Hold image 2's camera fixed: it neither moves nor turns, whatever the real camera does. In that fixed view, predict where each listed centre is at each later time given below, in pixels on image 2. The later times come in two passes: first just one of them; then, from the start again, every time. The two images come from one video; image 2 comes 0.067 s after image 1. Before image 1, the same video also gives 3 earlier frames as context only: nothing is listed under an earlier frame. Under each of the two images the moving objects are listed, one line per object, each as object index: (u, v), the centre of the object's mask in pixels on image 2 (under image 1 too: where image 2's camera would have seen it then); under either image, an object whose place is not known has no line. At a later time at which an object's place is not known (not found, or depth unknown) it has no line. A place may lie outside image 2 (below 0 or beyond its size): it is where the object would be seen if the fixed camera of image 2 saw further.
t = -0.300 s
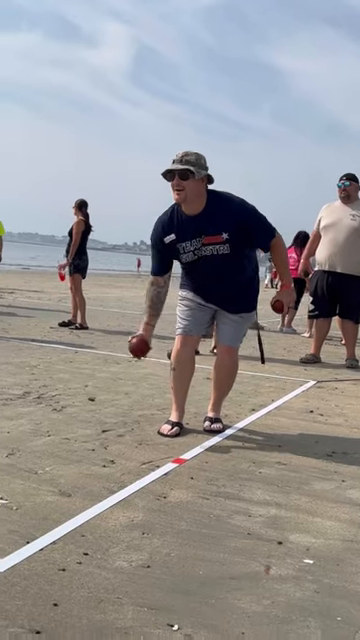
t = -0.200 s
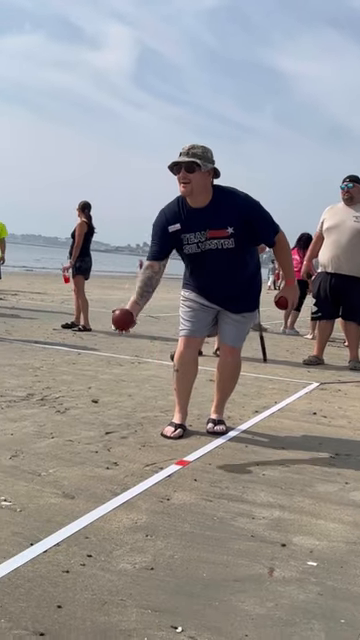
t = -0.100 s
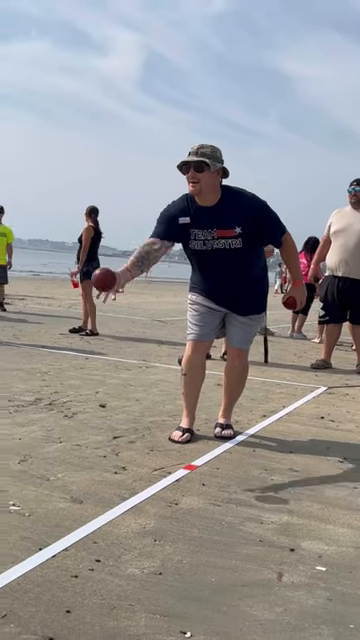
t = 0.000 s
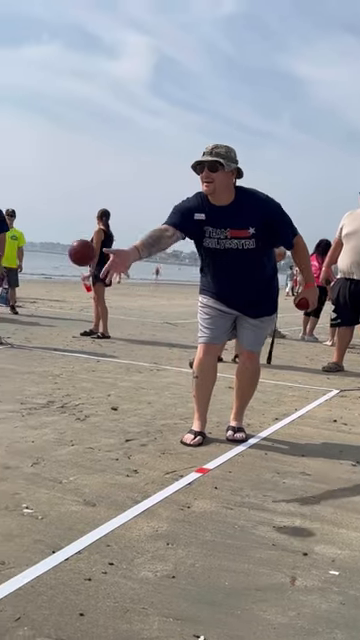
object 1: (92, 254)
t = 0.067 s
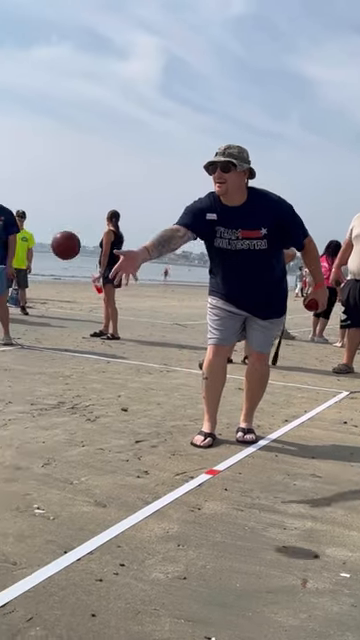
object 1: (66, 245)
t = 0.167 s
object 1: (18, 255)
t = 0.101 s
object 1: (51, 245)
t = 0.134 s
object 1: (35, 248)
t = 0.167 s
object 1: (18, 255)
